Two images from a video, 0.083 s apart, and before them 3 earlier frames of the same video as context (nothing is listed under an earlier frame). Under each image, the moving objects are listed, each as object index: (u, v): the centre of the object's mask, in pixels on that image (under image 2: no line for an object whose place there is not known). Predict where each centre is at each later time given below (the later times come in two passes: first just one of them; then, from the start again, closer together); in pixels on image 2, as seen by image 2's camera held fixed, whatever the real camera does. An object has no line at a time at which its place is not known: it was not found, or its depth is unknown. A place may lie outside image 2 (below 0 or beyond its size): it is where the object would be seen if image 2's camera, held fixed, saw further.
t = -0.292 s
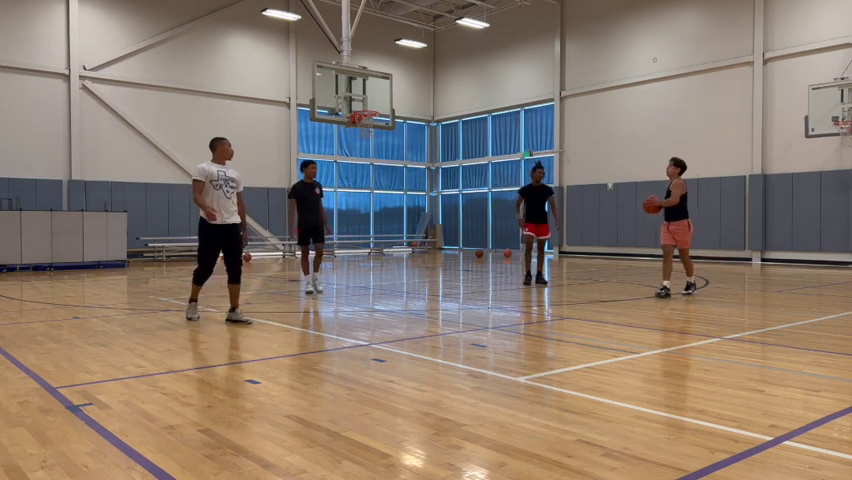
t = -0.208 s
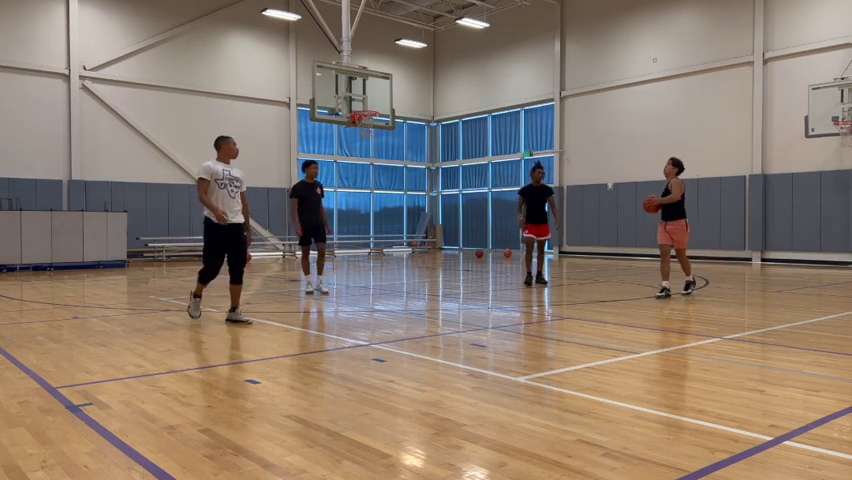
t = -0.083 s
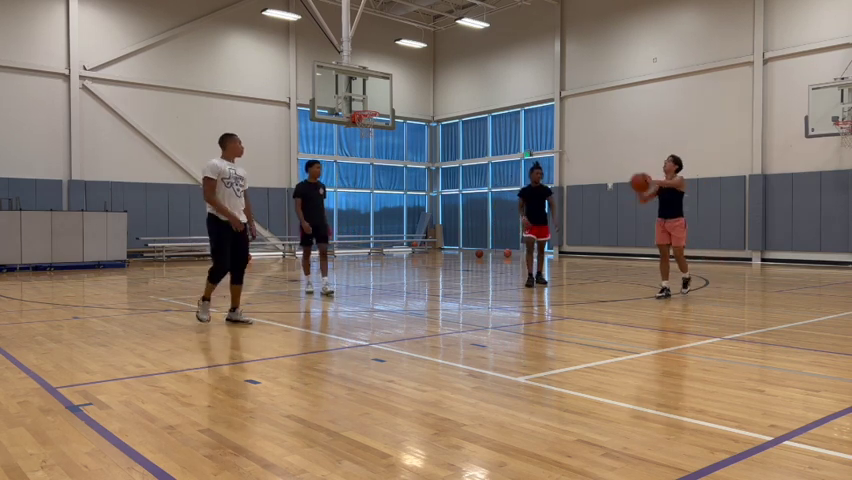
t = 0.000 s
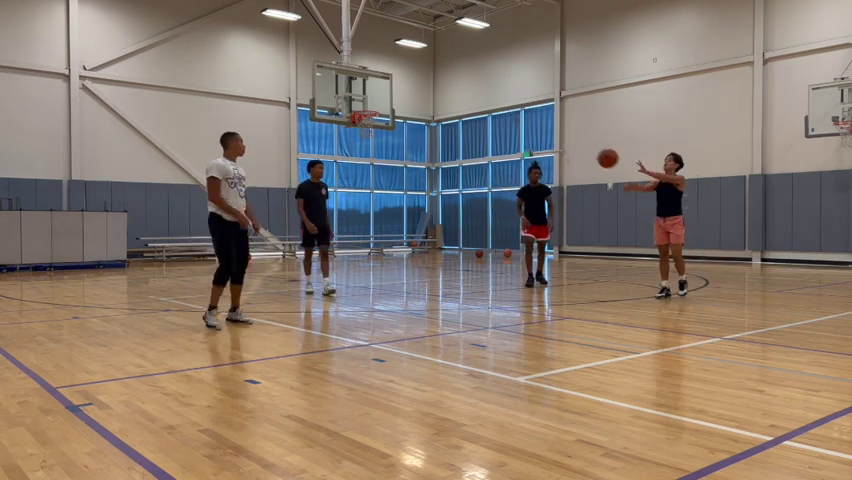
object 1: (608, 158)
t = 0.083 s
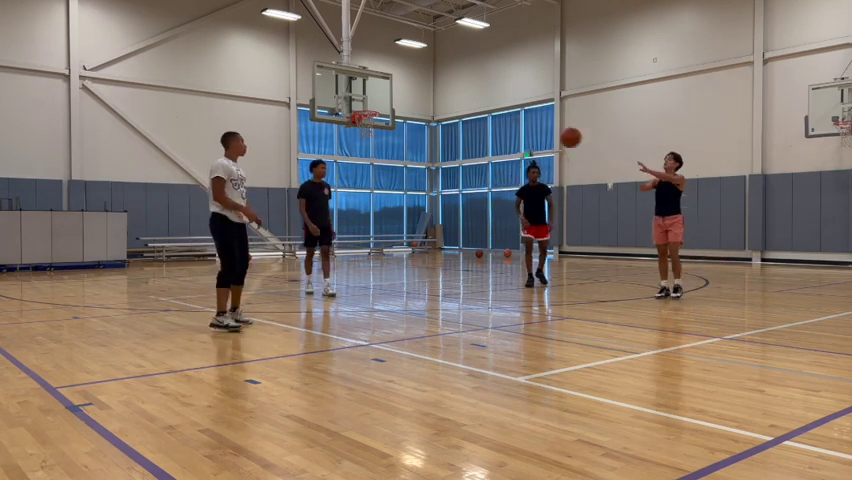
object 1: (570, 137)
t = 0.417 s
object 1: (388, 100)
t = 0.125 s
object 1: (551, 128)
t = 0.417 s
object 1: (388, 100)
